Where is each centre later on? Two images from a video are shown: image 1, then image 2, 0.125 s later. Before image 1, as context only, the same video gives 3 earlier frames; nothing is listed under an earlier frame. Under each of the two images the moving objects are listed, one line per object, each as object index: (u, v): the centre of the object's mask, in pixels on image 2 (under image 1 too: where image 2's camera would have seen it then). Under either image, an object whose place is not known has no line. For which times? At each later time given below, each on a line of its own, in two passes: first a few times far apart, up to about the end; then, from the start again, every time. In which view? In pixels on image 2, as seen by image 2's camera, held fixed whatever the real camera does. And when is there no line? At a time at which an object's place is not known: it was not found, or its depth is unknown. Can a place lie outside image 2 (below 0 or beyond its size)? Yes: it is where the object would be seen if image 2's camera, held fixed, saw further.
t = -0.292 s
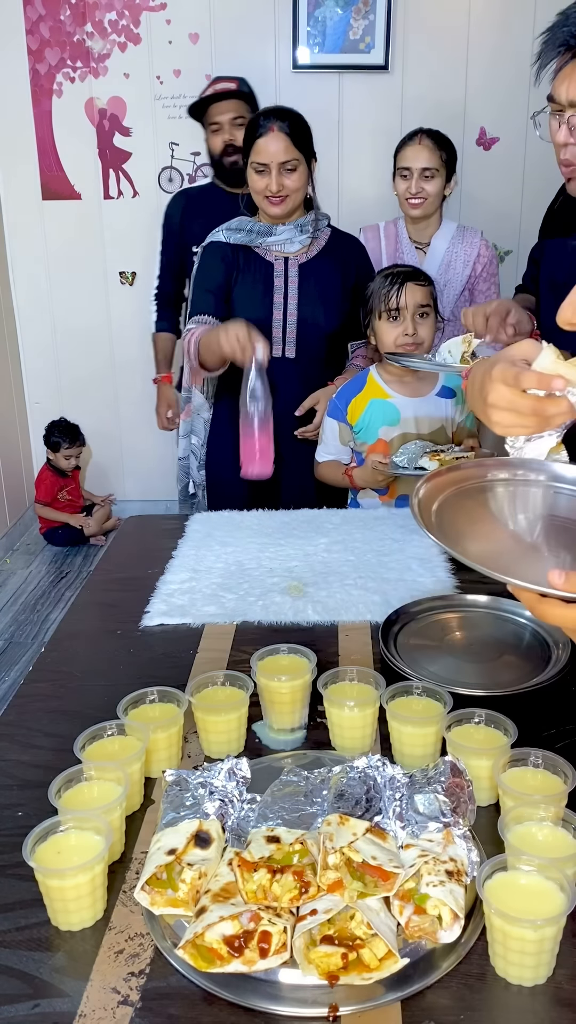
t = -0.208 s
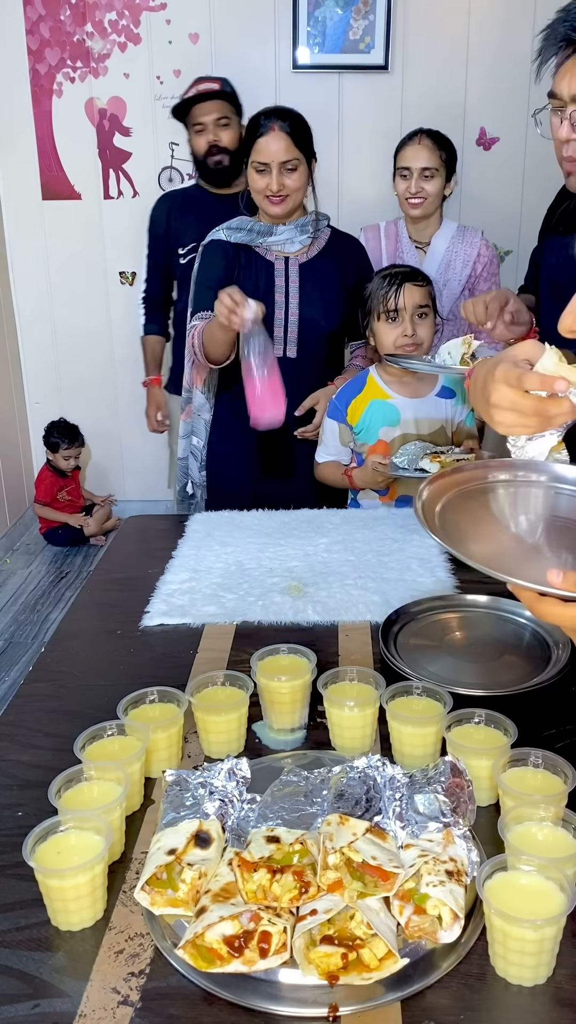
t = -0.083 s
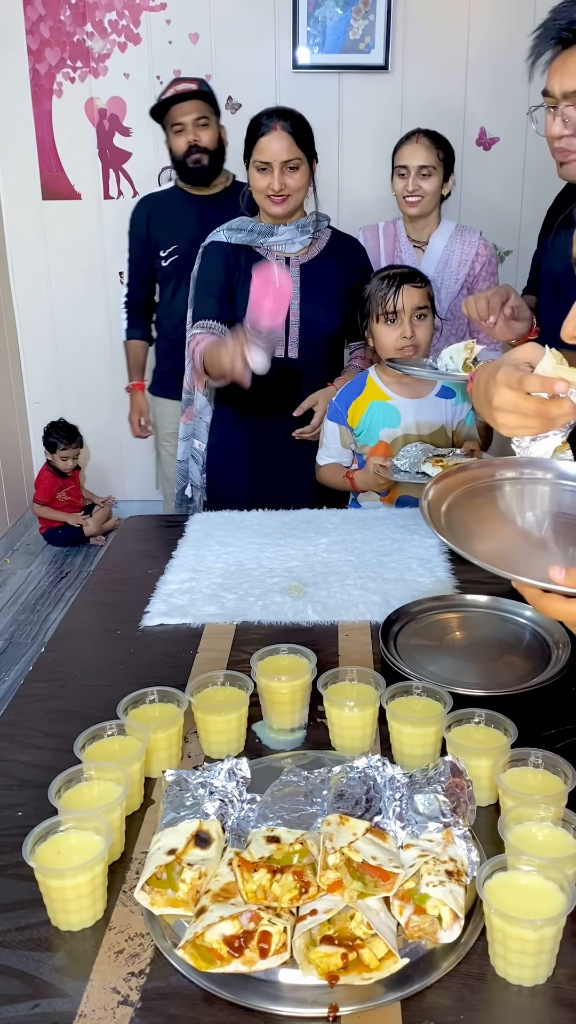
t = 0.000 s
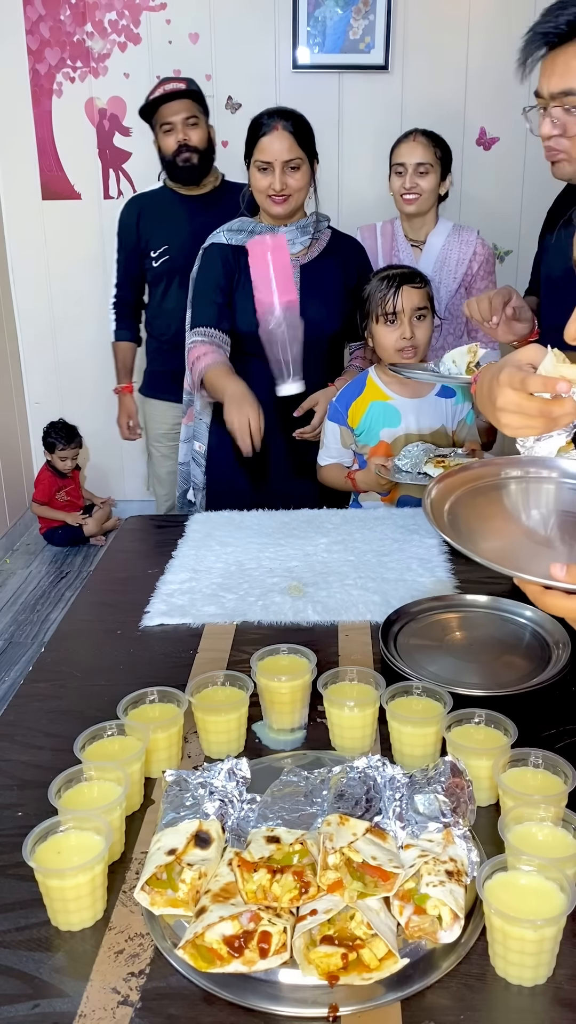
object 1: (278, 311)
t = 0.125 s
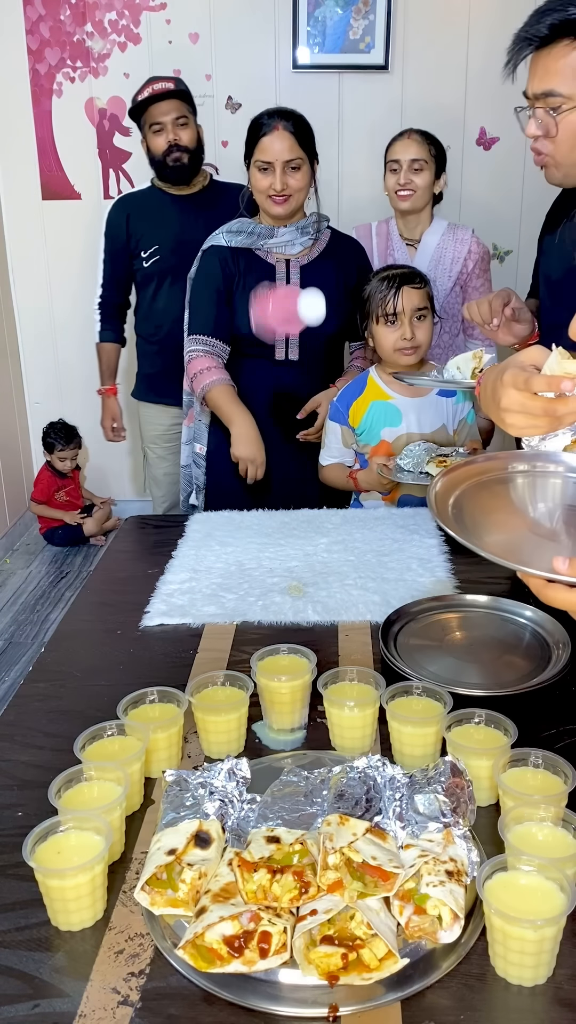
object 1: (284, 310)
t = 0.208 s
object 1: (290, 370)
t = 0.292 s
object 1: (295, 470)
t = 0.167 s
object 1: (287, 337)
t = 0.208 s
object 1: (290, 370)
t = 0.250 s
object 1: (292, 417)
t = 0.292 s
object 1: (295, 470)
